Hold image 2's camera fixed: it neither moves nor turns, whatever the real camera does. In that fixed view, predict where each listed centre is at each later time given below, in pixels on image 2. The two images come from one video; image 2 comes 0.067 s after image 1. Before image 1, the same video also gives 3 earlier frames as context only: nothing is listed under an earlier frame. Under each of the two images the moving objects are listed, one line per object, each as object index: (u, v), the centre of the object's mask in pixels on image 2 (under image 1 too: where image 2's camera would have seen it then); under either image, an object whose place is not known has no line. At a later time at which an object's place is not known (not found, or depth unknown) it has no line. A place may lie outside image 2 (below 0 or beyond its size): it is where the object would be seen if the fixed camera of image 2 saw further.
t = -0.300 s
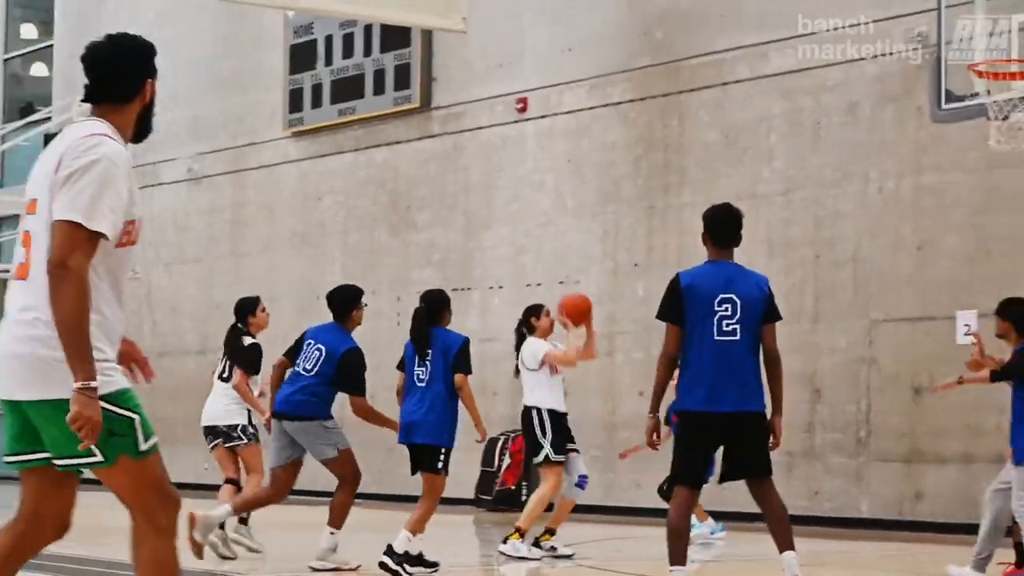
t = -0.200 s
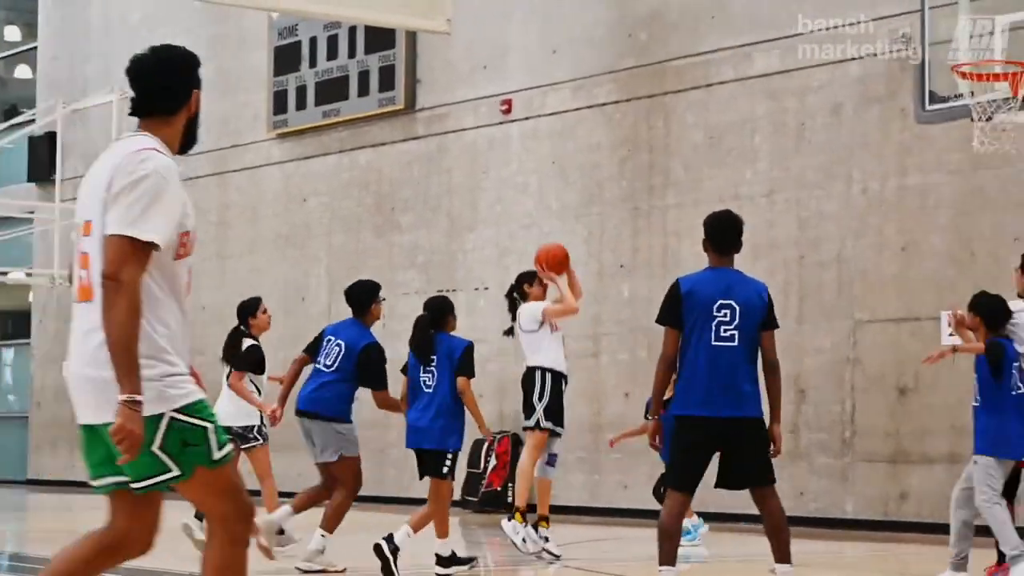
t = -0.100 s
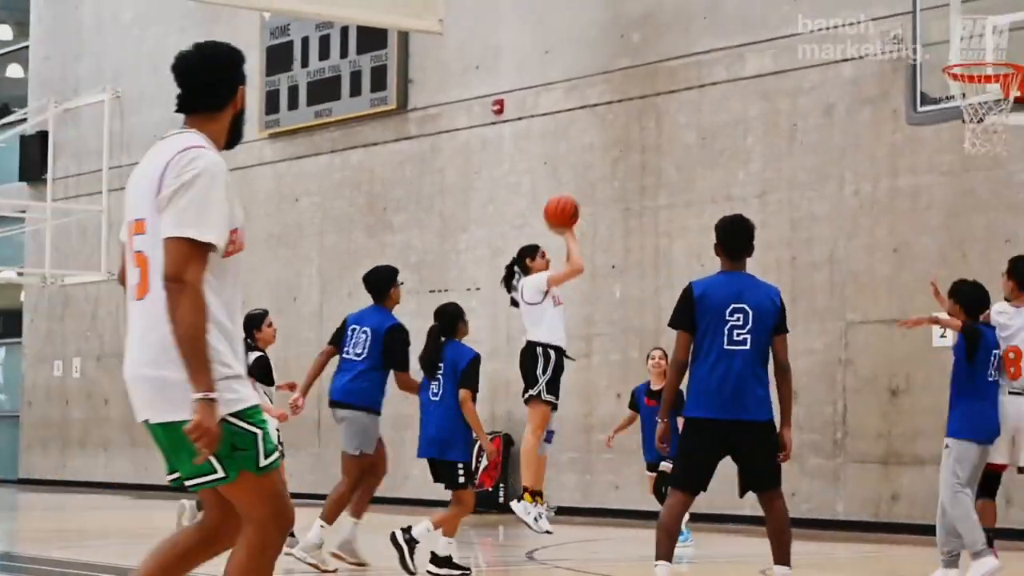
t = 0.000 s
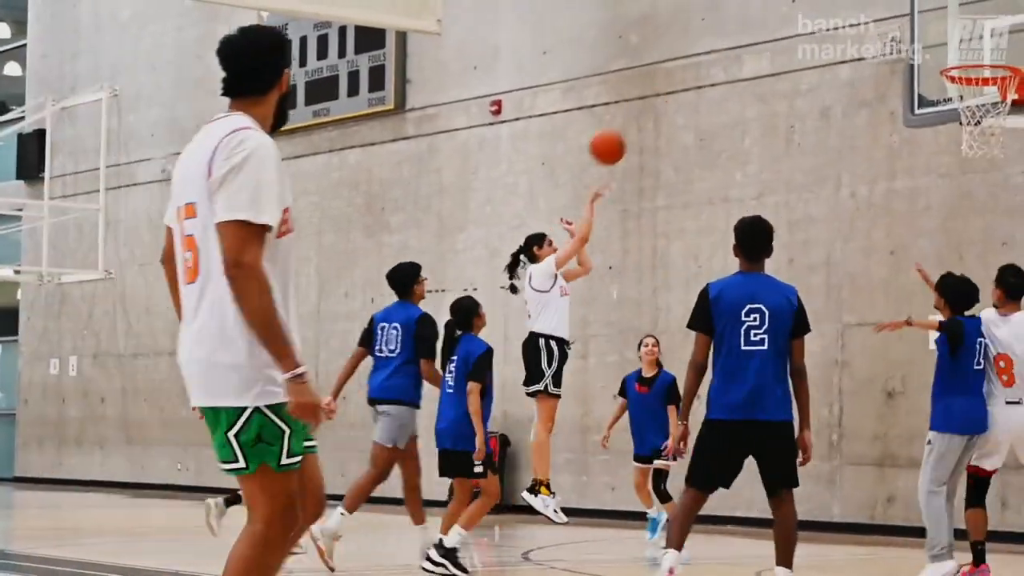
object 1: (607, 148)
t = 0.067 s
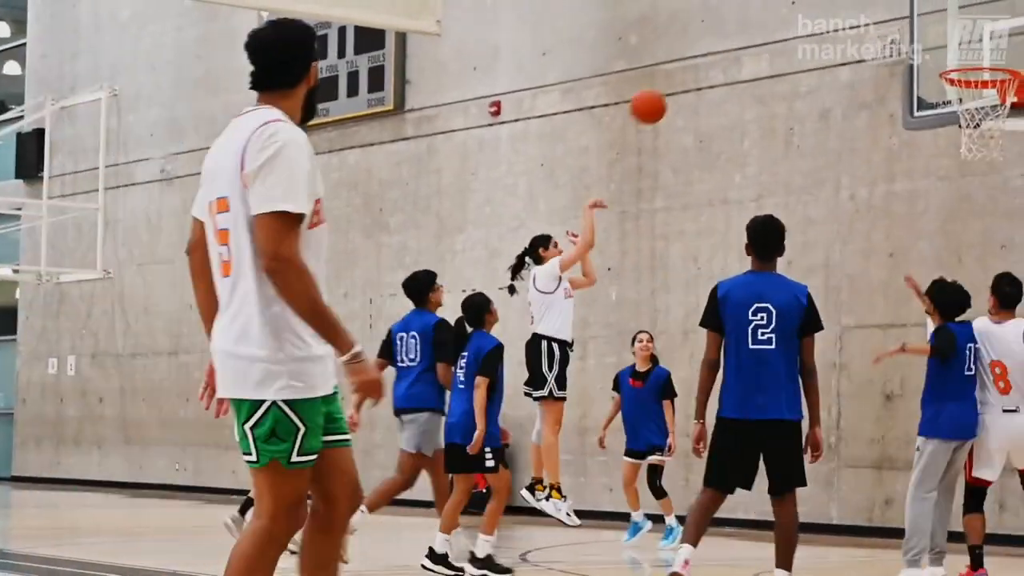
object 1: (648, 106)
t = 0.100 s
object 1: (669, 88)
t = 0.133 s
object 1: (689, 71)
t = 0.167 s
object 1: (711, 55)
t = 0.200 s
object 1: (732, 40)
